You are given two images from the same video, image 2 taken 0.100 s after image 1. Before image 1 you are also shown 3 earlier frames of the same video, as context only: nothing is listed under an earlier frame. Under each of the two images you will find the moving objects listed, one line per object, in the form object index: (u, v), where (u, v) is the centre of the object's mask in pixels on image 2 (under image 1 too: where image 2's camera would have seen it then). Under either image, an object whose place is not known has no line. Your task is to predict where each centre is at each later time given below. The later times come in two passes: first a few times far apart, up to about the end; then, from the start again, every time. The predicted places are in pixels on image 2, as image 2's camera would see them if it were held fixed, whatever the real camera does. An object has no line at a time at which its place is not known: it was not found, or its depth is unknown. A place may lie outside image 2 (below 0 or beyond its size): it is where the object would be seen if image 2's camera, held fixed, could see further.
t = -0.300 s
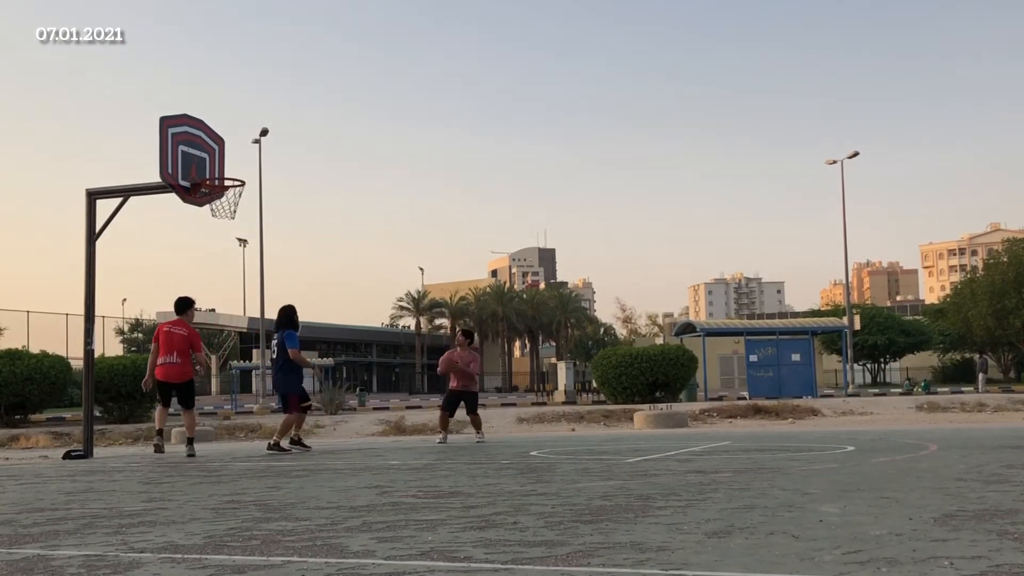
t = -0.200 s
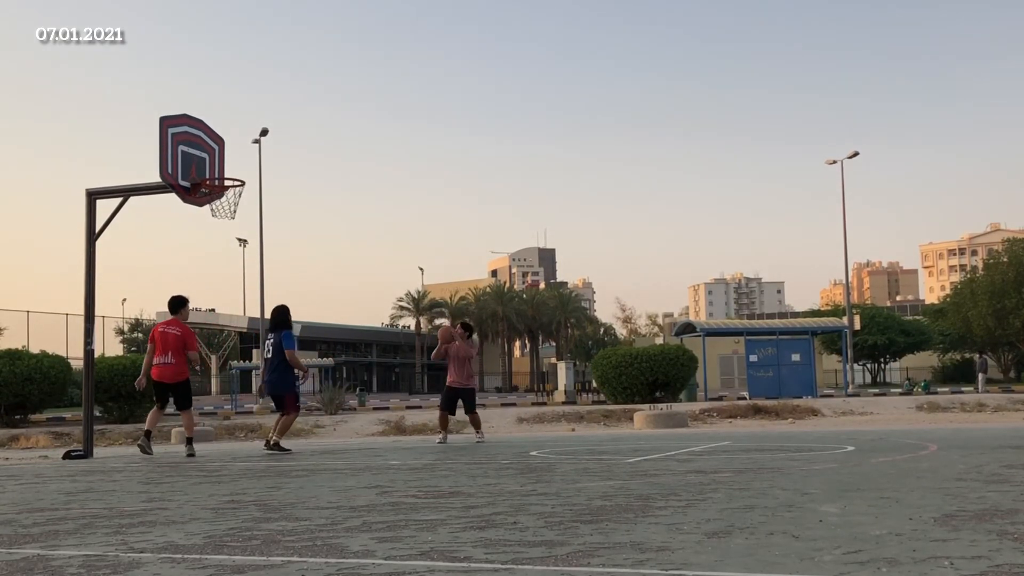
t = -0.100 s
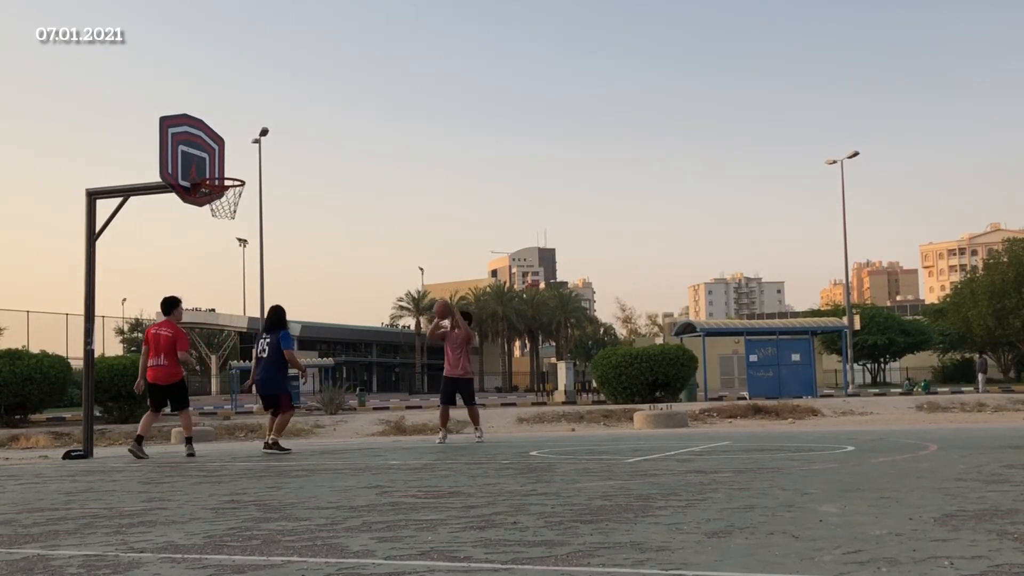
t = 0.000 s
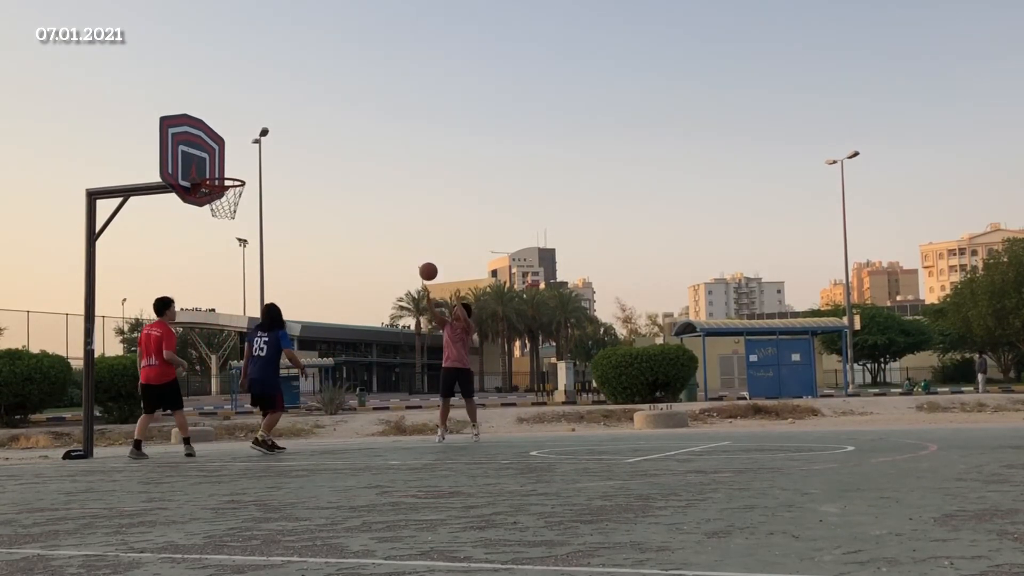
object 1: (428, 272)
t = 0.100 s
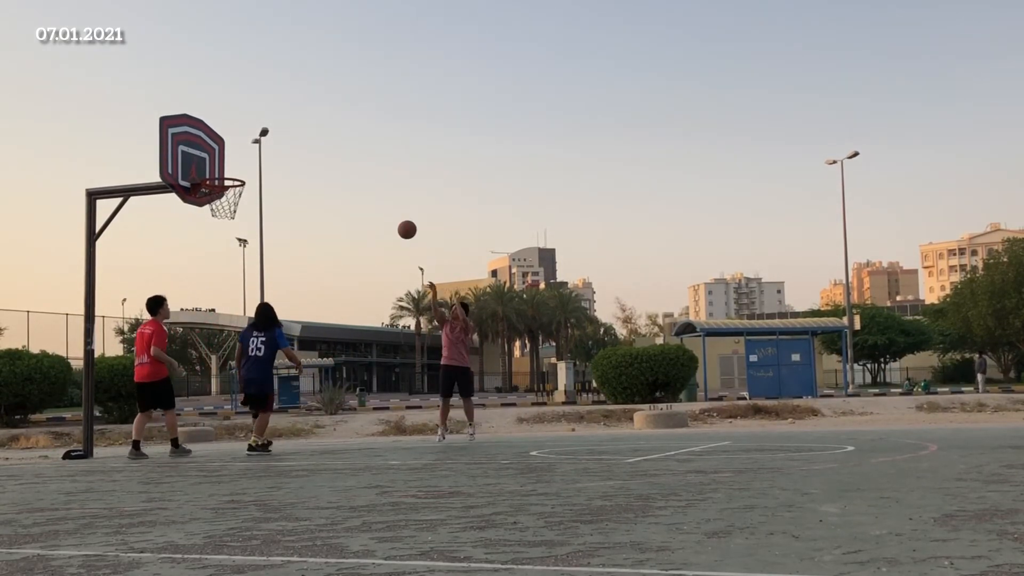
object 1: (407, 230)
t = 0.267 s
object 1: (370, 175)
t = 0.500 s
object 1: (318, 132)
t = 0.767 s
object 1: (253, 136)
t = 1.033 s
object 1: (215, 151)
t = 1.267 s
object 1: (227, 133)
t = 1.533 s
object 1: (241, 169)
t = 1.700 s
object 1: (250, 221)
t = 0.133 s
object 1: (400, 217)
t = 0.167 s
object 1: (392, 205)
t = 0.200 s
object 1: (385, 195)
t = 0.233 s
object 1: (378, 184)
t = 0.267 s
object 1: (370, 175)
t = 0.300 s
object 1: (363, 166)
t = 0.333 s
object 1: (355, 159)
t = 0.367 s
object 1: (348, 151)
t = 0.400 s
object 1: (340, 145)
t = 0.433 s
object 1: (333, 140)
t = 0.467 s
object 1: (325, 136)
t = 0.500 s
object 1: (318, 132)
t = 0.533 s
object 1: (310, 129)
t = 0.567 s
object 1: (302, 128)
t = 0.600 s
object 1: (294, 127)
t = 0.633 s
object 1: (286, 127)
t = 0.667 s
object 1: (278, 128)
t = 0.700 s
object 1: (270, 130)
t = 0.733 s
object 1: (261, 133)
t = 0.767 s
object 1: (253, 136)
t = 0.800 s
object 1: (245, 141)
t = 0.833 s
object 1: (237, 147)
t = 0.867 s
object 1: (229, 154)
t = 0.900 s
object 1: (221, 162)
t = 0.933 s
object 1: (212, 170)
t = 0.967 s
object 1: (212, 164)
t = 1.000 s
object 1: (214, 157)
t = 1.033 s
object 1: (215, 151)
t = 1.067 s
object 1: (218, 145)
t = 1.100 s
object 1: (219, 140)
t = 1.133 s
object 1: (221, 137)
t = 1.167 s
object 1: (223, 134)
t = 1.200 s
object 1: (224, 133)
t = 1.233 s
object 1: (226, 132)
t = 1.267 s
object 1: (227, 133)
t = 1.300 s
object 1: (229, 134)
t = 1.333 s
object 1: (231, 137)
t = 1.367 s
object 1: (233, 140)
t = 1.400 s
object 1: (234, 144)
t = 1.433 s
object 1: (236, 149)
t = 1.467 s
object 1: (238, 155)
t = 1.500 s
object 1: (240, 162)
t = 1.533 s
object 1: (241, 169)
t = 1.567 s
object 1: (243, 178)
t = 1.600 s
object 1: (245, 187)
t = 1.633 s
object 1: (247, 198)
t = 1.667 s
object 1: (249, 209)
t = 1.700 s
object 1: (250, 221)
